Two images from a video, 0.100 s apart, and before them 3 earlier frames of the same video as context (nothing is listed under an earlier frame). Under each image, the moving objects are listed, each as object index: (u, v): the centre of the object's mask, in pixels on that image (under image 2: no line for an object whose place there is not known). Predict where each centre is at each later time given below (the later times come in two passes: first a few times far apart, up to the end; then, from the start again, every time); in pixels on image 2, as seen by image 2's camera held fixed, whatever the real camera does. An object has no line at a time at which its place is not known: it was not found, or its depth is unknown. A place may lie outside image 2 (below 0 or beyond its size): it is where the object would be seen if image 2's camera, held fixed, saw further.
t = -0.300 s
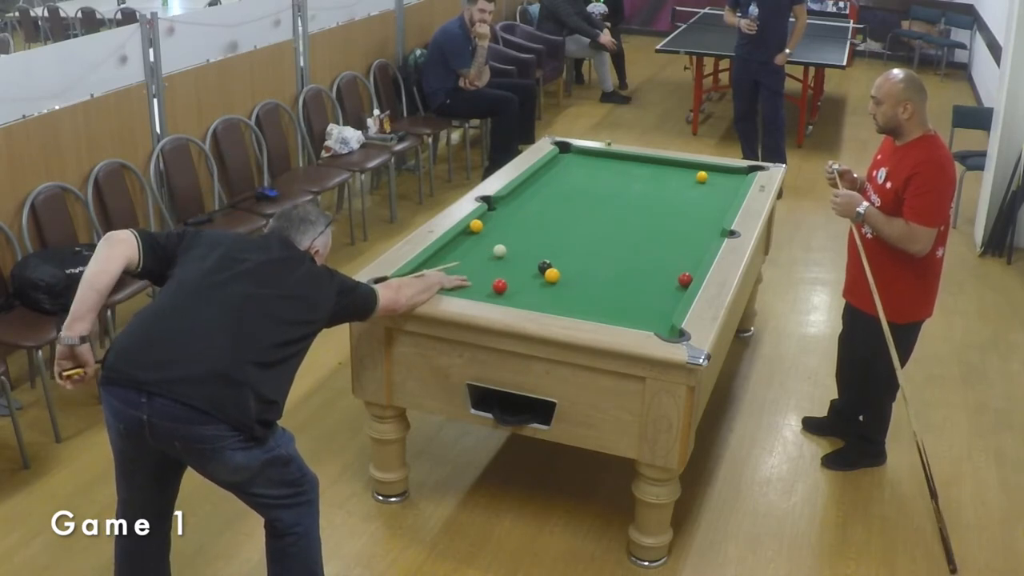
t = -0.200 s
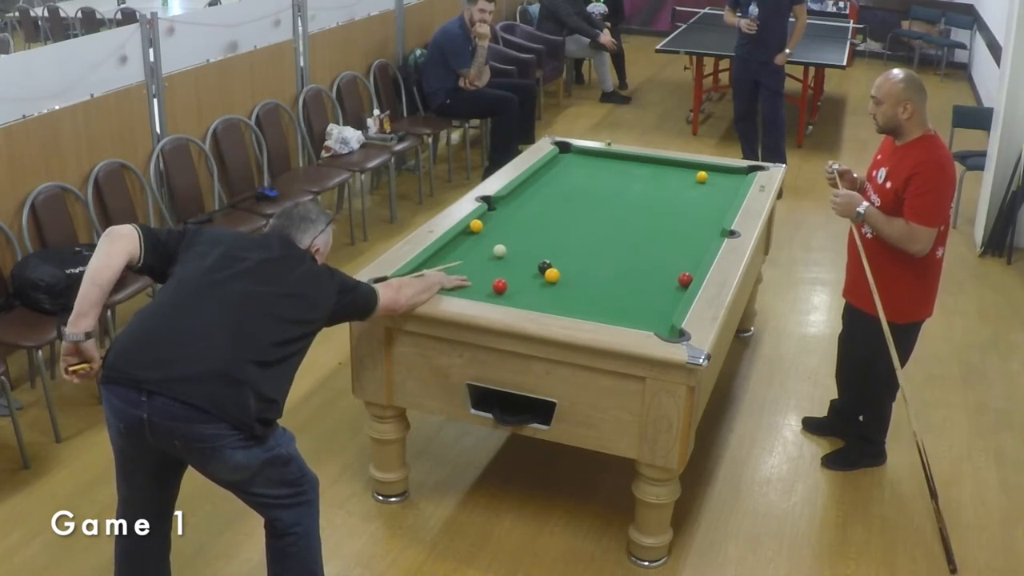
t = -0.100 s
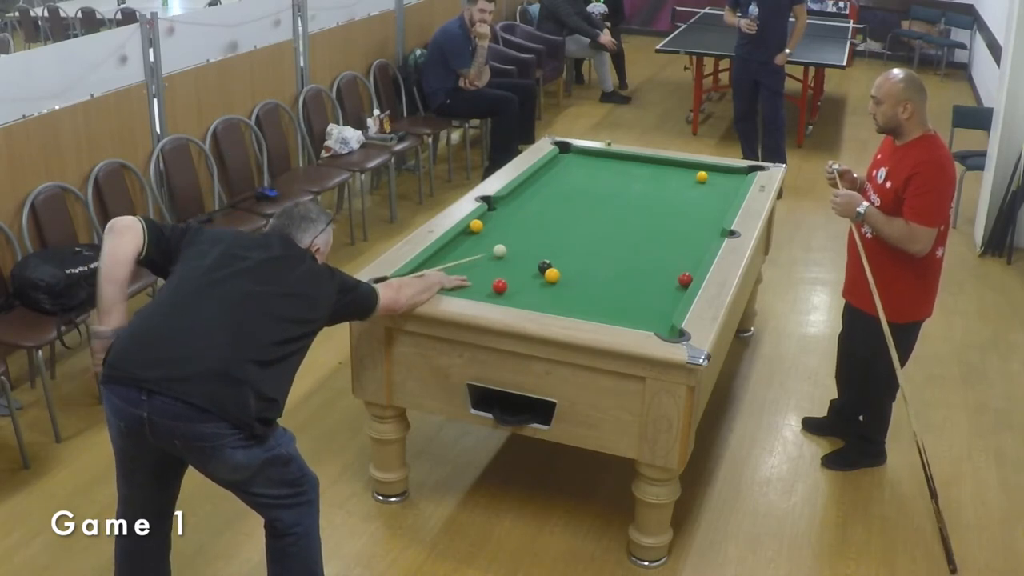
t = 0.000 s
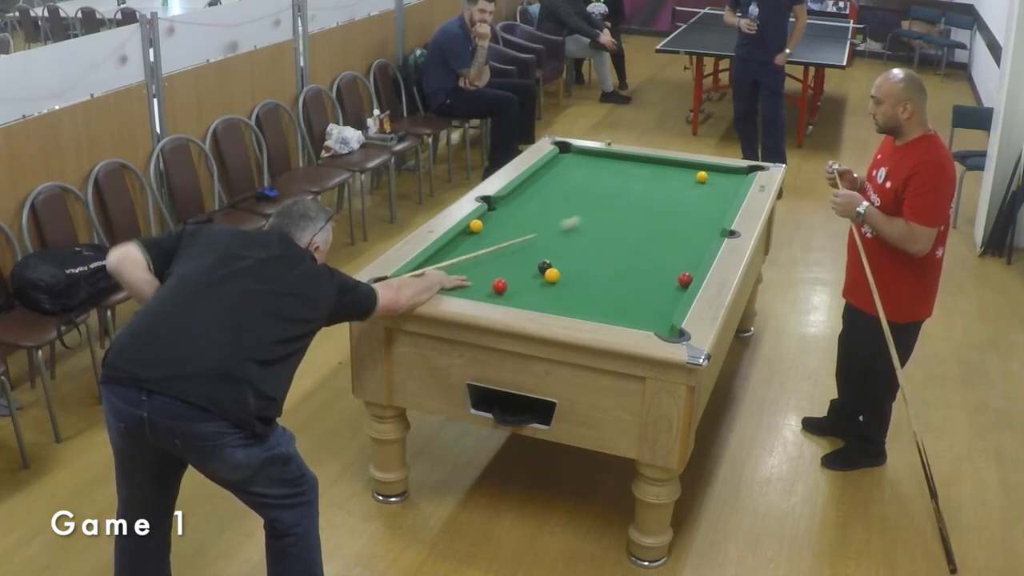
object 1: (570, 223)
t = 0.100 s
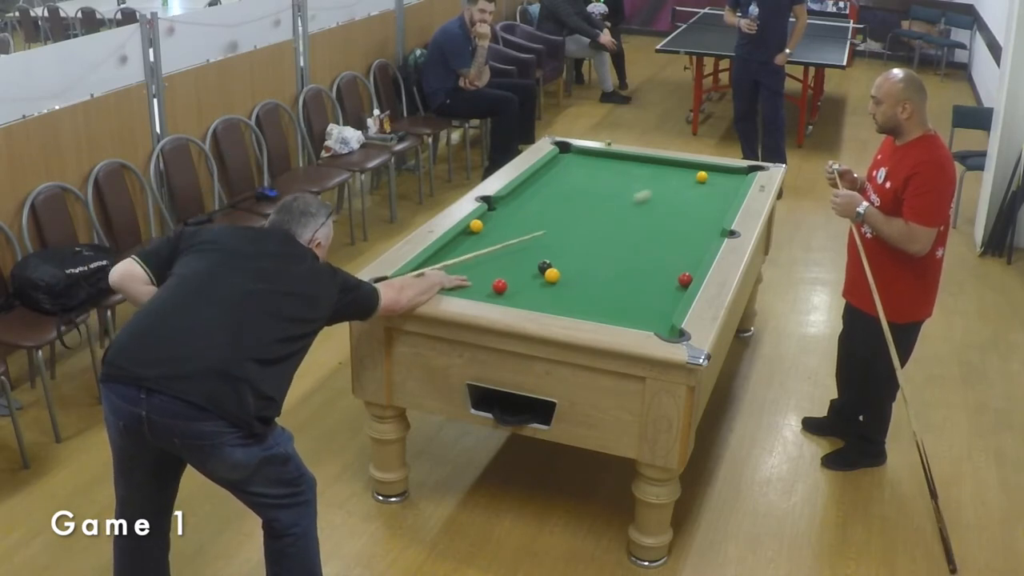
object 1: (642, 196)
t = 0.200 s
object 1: (689, 175)
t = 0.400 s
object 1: (648, 173)
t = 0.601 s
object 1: (612, 190)
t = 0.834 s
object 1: (572, 210)
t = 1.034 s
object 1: (536, 229)
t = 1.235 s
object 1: (494, 250)
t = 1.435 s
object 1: (449, 273)
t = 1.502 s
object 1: (434, 280)
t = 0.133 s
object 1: (663, 188)
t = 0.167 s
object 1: (682, 181)
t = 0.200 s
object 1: (689, 175)
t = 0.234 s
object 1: (683, 170)
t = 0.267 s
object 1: (678, 165)
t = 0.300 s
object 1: (672, 163)
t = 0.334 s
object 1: (664, 166)
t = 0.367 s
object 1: (656, 170)
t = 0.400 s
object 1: (648, 173)
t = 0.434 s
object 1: (641, 176)
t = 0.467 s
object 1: (634, 179)
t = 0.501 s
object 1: (628, 181)
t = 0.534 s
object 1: (623, 184)
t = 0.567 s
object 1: (617, 187)
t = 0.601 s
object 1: (612, 190)
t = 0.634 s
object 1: (607, 192)
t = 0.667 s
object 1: (601, 195)
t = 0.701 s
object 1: (596, 198)
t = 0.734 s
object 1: (590, 201)
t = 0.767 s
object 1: (584, 204)
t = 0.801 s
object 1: (578, 207)
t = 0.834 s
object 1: (572, 210)
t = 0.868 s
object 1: (567, 213)
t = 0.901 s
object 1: (560, 216)
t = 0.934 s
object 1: (555, 219)
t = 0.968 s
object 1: (548, 222)
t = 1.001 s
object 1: (542, 226)
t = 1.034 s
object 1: (536, 229)
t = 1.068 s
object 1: (529, 232)
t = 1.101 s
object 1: (522, 236)
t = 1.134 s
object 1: (516, 239)
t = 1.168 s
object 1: (508, 243)
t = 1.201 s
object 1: (501, 246)
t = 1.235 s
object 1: (494, 250)
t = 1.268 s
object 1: (487, 253)
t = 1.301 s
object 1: (480, 257)
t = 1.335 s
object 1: (472, 261)
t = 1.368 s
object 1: (465, 265)
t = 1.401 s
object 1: (457, 269)
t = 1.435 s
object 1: (449, 273)
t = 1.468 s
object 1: (441, 277)
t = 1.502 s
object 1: (434, 280)
